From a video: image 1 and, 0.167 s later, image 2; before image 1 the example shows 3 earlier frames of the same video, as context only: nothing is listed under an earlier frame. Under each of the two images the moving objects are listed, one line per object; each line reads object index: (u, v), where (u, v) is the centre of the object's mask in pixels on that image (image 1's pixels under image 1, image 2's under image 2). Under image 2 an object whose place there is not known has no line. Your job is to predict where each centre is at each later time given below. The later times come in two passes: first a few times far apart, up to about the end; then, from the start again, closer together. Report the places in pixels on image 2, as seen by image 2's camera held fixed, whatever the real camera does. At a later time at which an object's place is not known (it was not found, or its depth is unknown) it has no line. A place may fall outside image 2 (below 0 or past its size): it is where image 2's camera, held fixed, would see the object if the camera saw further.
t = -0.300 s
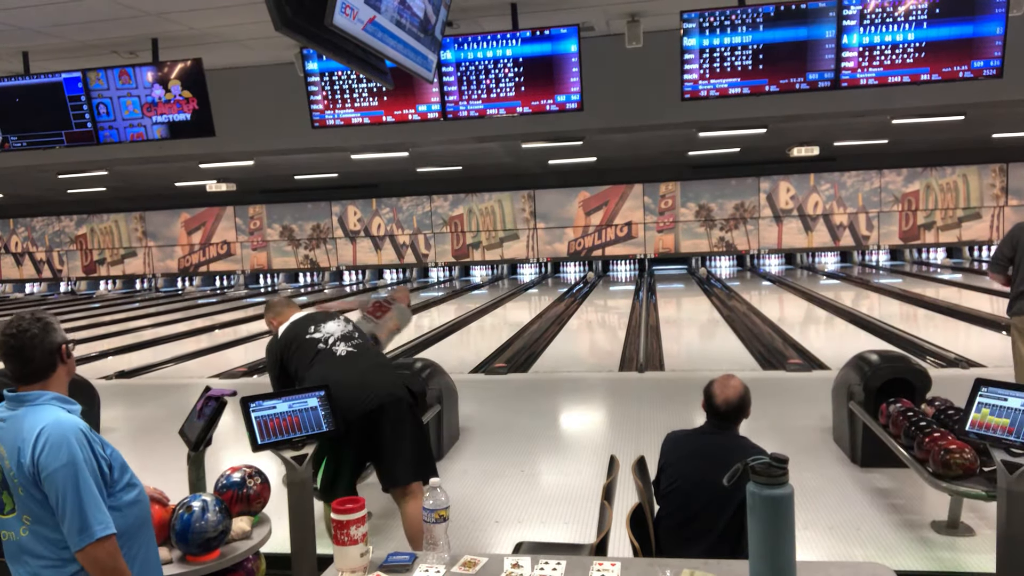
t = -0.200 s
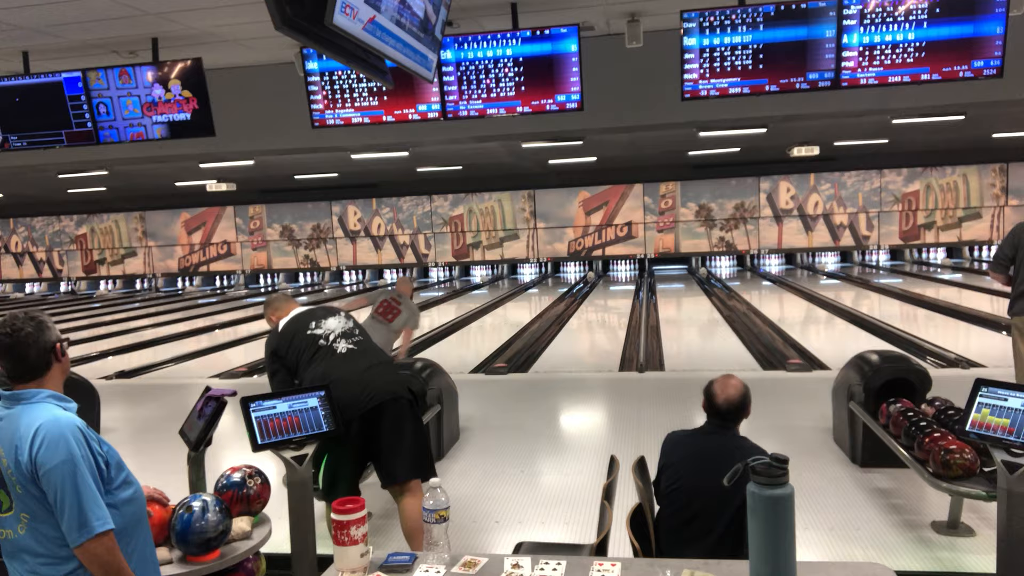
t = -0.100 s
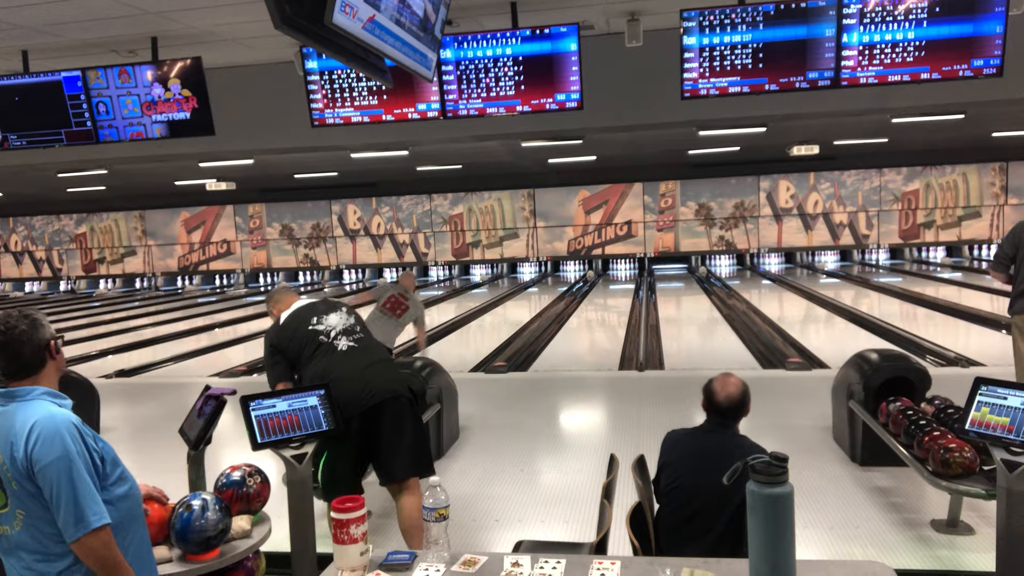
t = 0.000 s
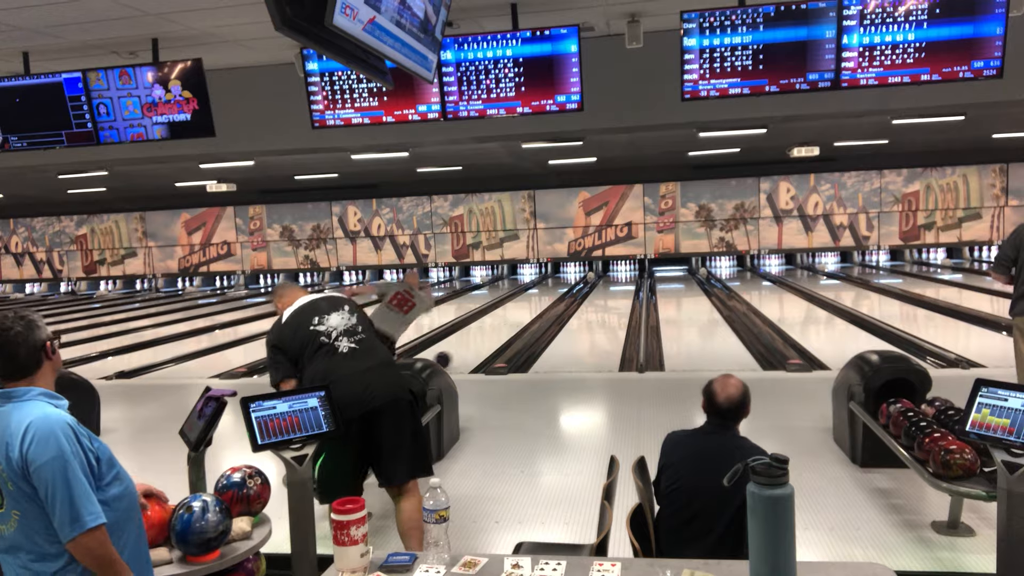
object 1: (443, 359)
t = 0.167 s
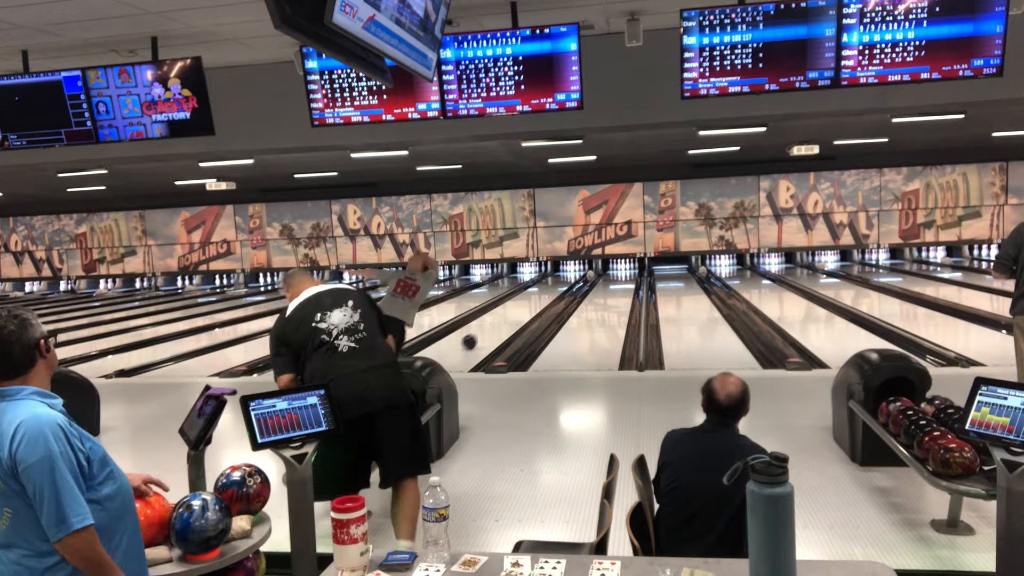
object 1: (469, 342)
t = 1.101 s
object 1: (544, 291)
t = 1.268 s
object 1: (552, 287)
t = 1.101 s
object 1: (544, 291)
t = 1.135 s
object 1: (546, 291)
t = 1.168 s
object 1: (547, 289)
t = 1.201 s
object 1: (549, 289)
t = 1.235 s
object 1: (550, 288)
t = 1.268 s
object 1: (552, 287)
